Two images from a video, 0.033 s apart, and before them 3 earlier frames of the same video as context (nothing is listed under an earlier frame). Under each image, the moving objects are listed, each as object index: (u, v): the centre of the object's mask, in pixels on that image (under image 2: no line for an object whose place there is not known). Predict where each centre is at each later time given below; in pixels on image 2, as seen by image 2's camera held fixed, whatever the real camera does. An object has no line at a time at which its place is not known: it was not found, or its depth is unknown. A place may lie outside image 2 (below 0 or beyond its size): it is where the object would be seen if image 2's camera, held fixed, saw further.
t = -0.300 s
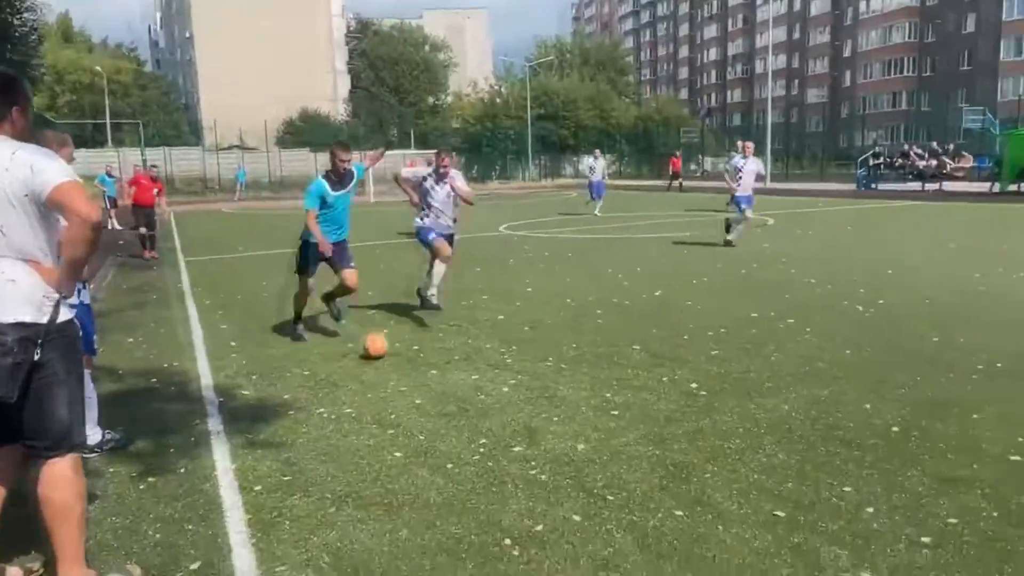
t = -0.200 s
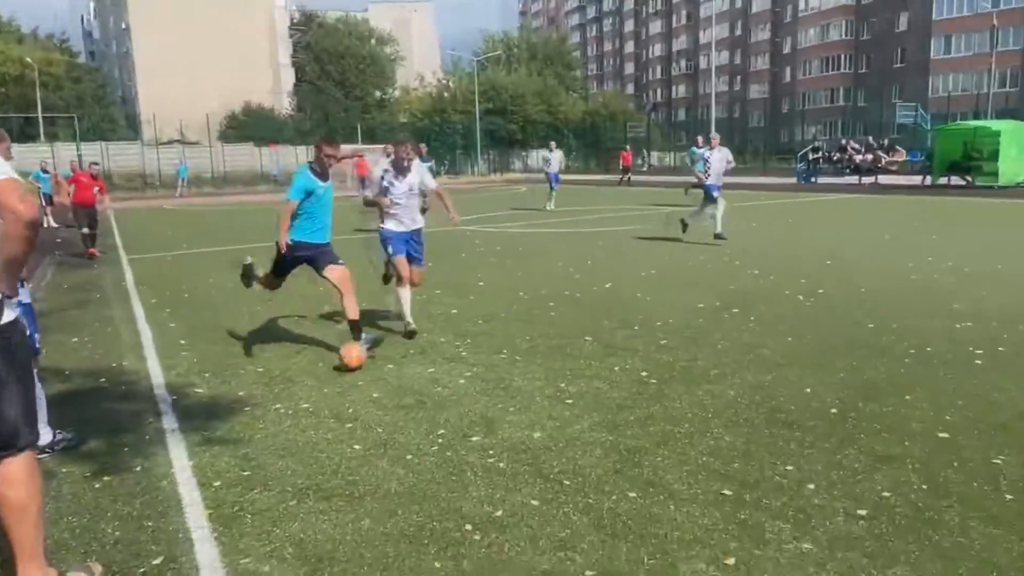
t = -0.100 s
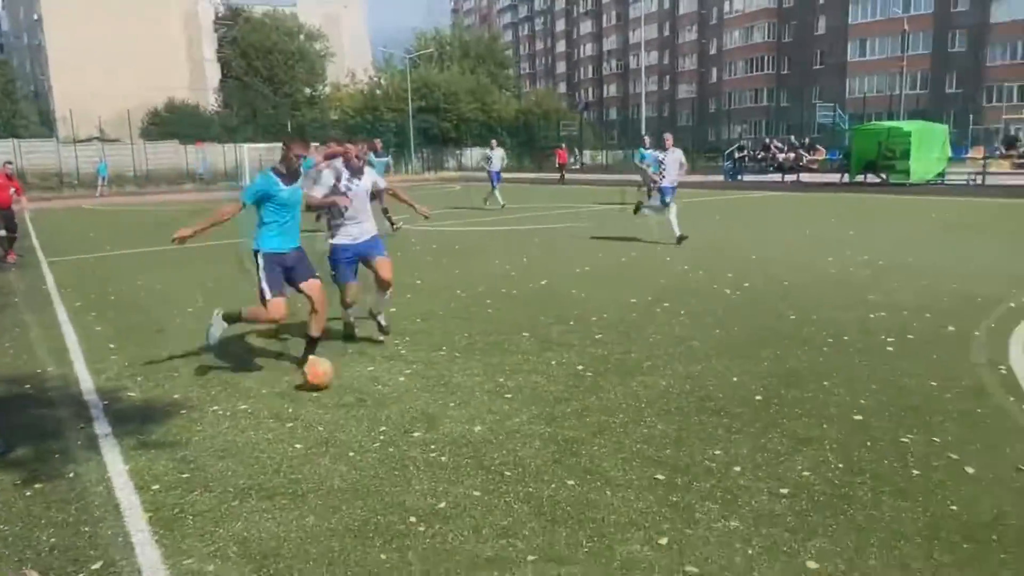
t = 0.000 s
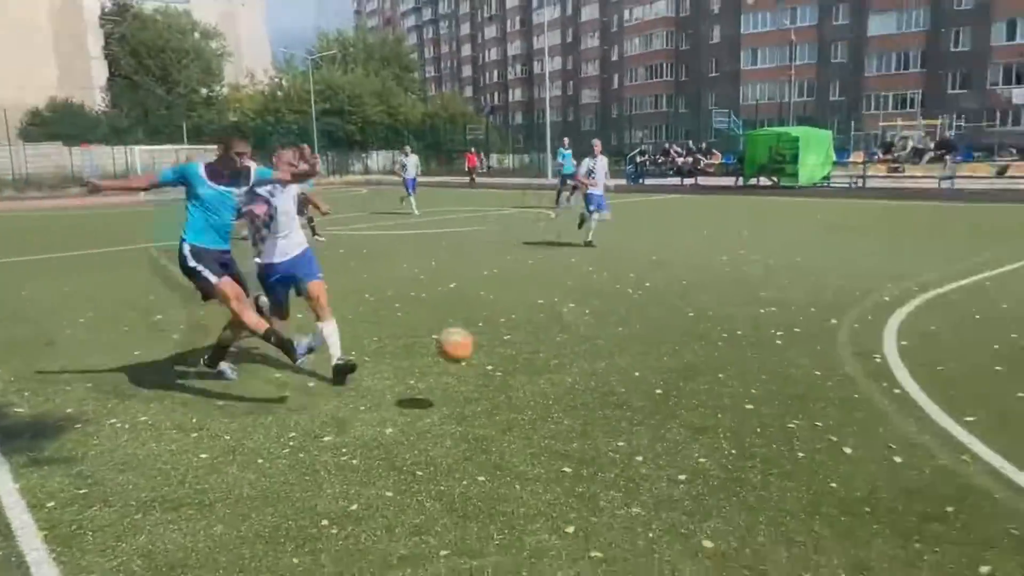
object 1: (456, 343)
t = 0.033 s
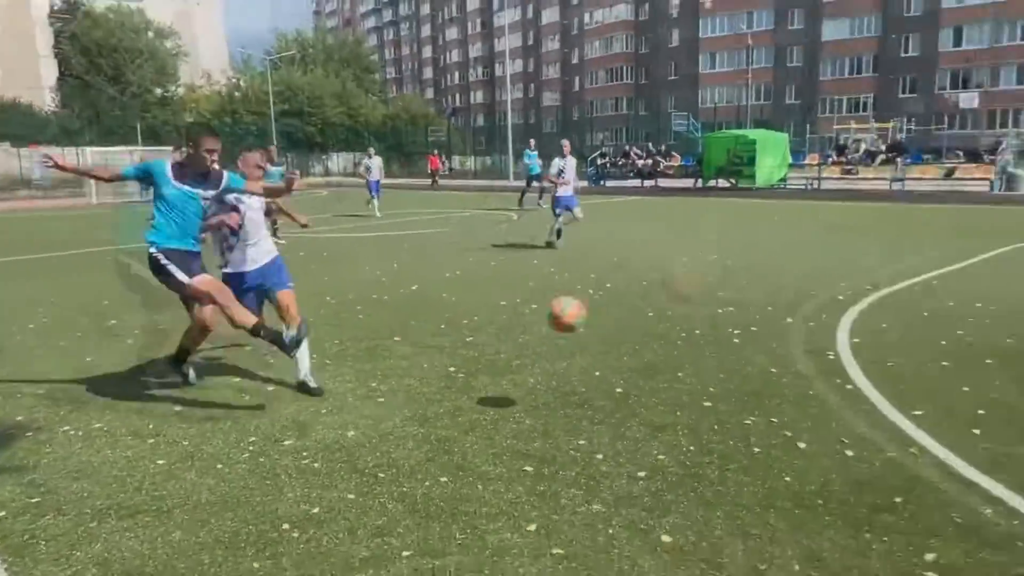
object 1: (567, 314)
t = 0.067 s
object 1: (723, 282)
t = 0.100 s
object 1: (883, 250)
